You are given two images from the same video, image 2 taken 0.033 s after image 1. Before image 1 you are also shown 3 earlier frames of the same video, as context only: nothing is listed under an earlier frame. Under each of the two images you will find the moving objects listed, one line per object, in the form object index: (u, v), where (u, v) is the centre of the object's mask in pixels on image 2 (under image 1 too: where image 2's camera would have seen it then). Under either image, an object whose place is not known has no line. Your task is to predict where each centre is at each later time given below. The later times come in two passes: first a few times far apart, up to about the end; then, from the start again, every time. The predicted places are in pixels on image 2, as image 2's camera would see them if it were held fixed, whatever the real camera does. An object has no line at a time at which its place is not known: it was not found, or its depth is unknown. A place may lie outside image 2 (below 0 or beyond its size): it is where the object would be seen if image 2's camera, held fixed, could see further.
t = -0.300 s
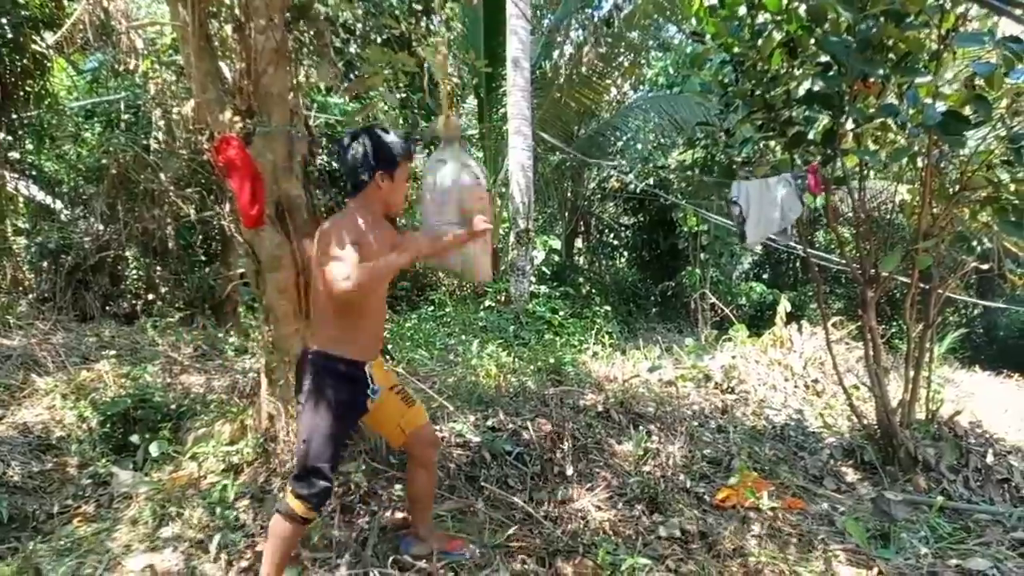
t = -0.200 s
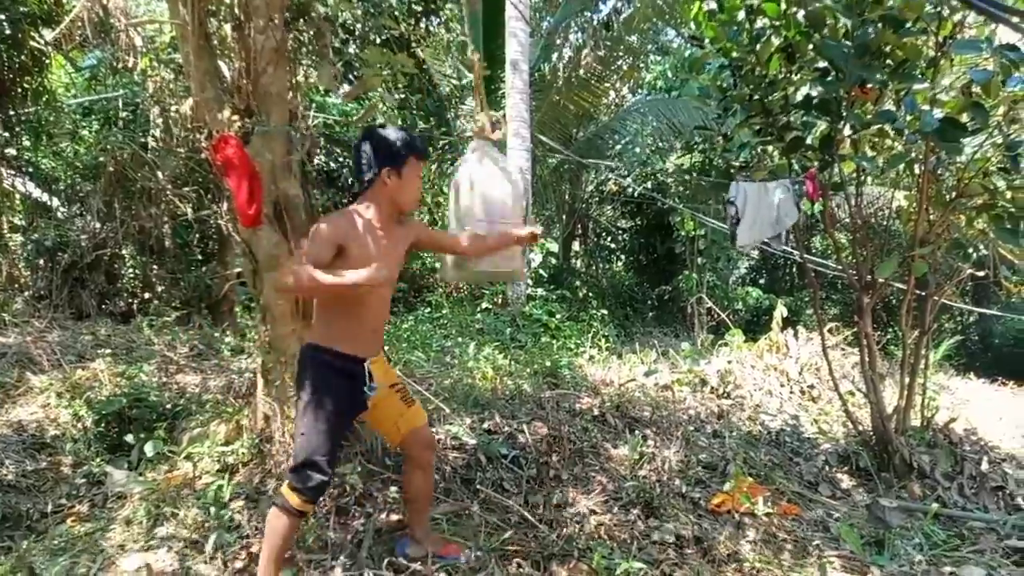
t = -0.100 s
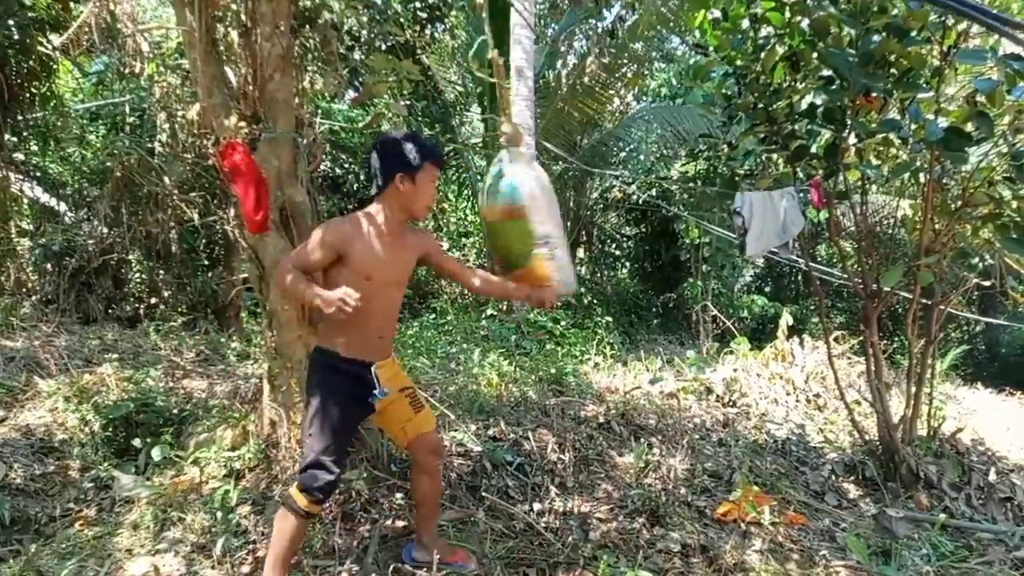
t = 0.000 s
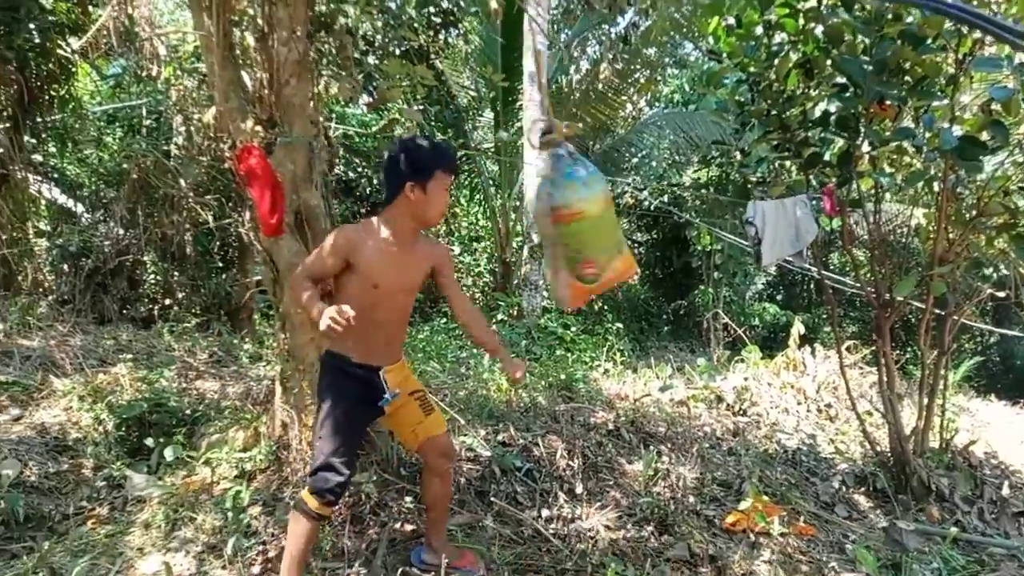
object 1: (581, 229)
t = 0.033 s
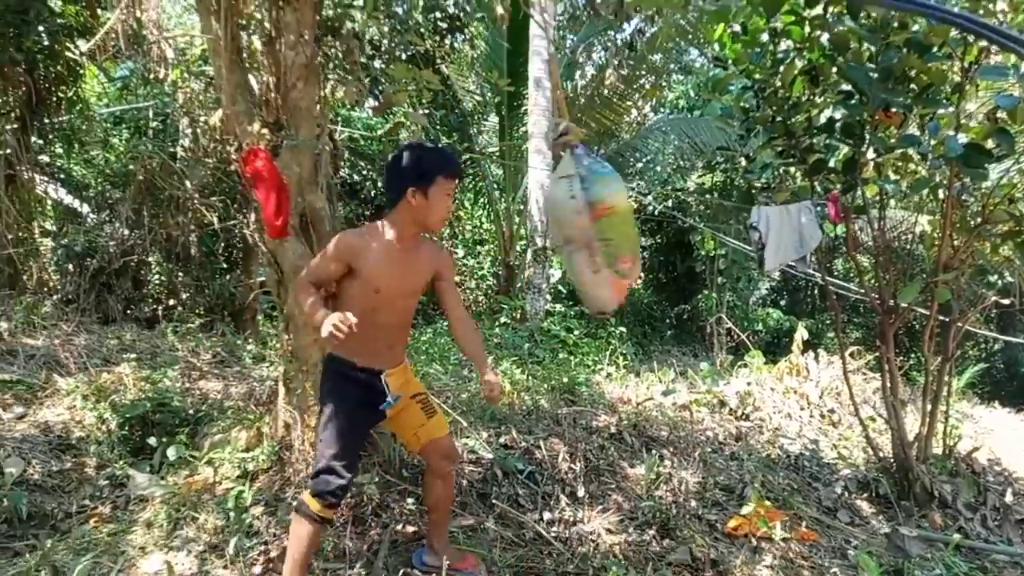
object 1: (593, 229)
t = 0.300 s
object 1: (693, 207)
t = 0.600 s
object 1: (763, 170)
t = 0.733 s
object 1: (756, 152)
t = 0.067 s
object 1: (608, 226)
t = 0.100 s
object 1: (623, 228)
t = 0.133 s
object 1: (633, 226)
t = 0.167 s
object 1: (642, 226)
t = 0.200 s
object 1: (653, 220)
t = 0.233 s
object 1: (664, 208)
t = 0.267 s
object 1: (676, 200)
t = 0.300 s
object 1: (693, 207)
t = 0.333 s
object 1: (707, 204)
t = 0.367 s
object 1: (720, 200)
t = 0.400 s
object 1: (730, 190)
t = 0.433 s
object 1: (736, 186)
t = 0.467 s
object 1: (739, 179)
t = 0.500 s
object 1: (747, 176)
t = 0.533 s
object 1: (756, 174)
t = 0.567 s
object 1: (757, 169)
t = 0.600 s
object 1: (763, 170)
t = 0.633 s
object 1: (761, 165)
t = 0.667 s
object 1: (757, 152)
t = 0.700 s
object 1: (757, 153)
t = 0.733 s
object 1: (756, 152)
